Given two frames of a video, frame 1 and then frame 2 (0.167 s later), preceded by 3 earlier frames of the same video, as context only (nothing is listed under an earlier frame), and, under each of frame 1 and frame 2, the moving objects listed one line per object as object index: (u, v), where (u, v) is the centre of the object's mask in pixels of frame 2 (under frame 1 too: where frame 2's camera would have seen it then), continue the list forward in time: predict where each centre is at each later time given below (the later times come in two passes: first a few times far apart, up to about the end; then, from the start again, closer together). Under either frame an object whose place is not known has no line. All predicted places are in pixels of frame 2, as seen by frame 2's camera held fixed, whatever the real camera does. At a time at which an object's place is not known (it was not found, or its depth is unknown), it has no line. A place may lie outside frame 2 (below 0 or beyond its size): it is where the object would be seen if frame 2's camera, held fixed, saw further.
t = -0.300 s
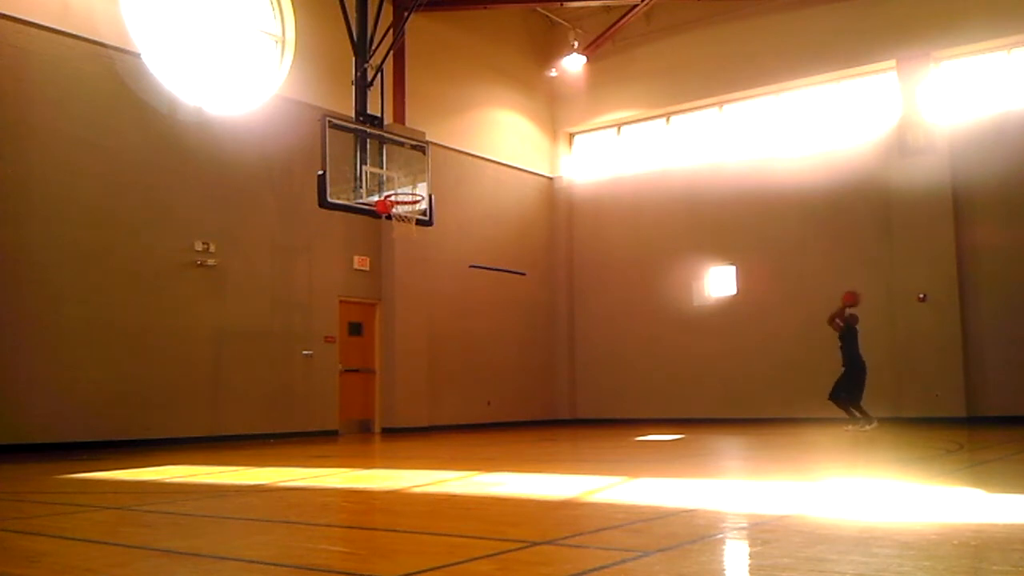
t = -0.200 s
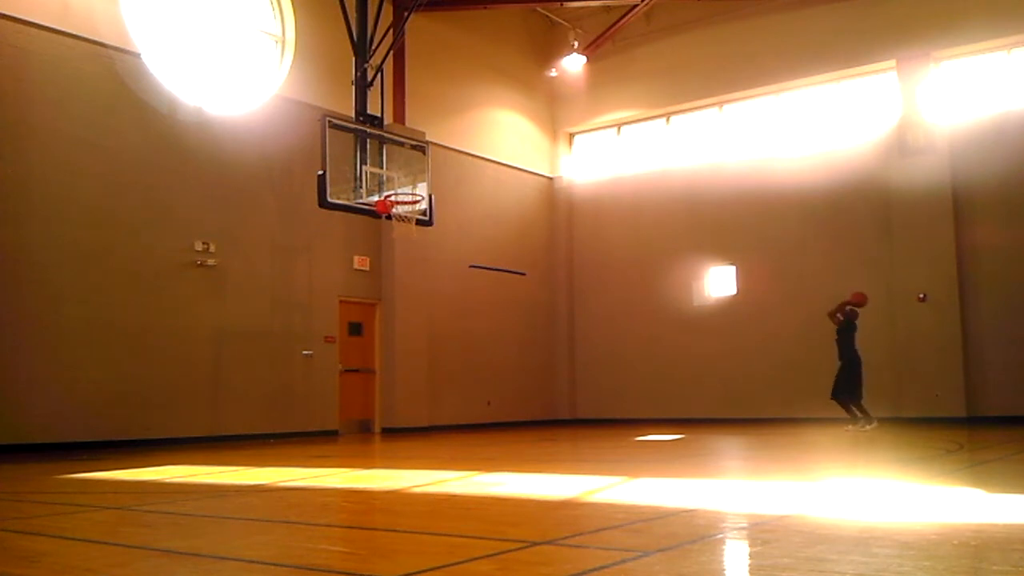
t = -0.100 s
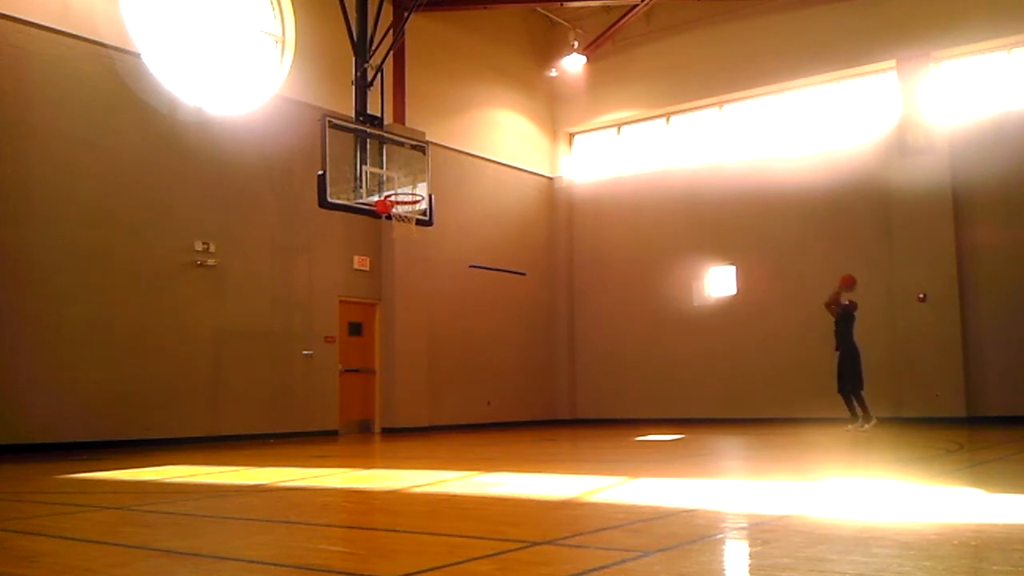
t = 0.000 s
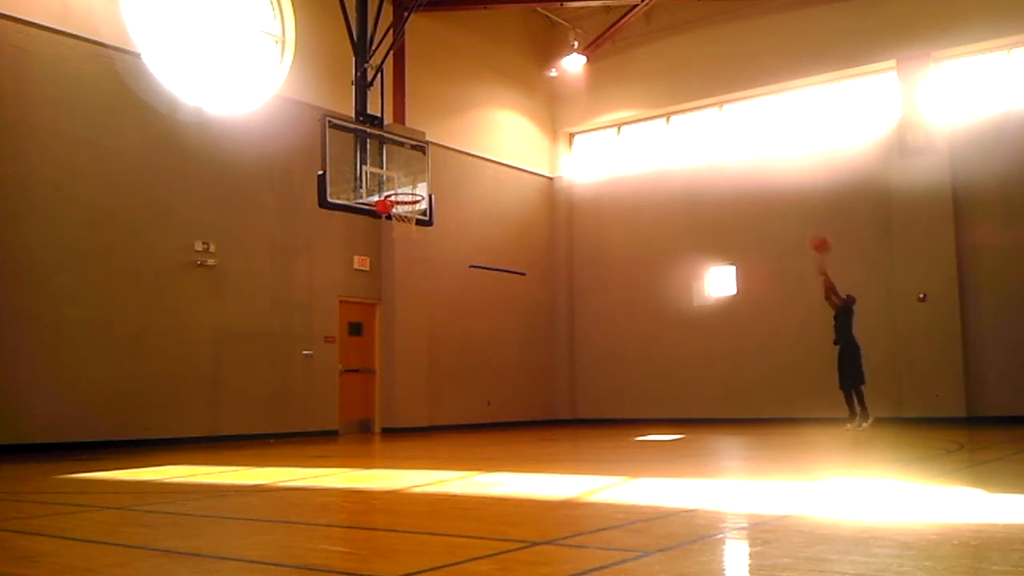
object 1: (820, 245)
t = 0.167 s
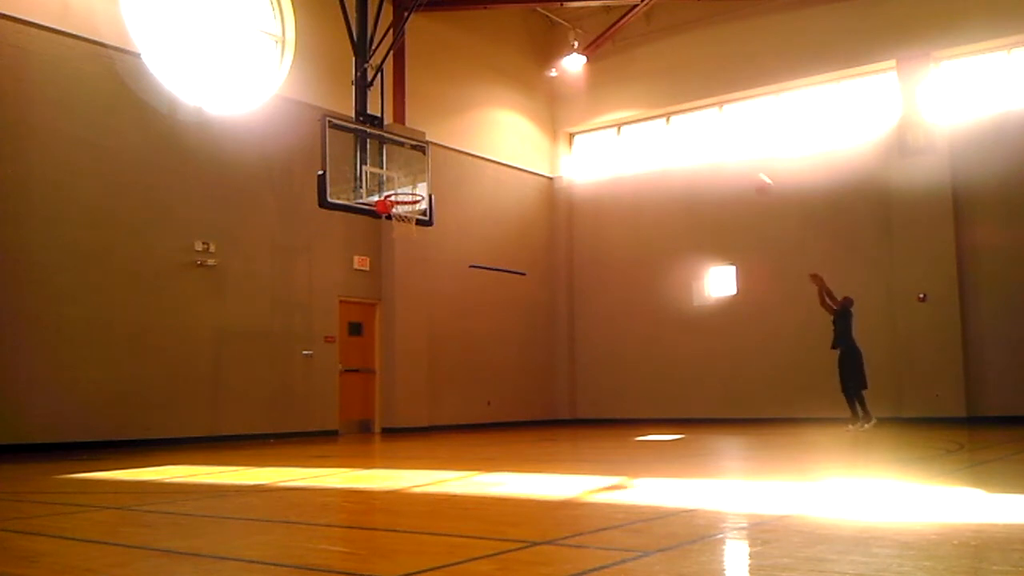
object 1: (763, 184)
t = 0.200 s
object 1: (752, 174)
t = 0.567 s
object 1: (613, 116)
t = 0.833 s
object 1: (510, 131)
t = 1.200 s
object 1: (380, 216)
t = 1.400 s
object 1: (360, 243)
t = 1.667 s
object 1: (334, 331)
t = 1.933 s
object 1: (316, 411)
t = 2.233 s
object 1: (344, 315)
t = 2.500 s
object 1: (371, 294)
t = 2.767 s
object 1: (396, 332)
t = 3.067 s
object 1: (421, 430)
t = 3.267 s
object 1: (431, 371)
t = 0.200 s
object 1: (752, 174)
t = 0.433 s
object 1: (664, 125)
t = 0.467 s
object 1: (650, 123)
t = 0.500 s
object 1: (637, 120)
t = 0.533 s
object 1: (626, 118)
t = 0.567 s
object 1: (613, 116)
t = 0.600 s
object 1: (600, 115)
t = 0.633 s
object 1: (588, 115)
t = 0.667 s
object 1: (575, 116)
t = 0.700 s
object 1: (562, 117)
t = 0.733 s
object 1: (549, 120)
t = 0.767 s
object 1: (536, 122)
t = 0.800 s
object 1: (523, 127)
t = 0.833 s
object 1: (510, 131)
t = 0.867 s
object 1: (497, 137)
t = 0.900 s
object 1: (483, 143)
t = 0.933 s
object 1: (469, 151)
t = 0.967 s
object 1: (456, 160)
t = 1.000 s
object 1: (442, 169)
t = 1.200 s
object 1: (380, 216)
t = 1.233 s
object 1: (376, 219)
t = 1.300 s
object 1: (369, 226)
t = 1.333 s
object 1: (367, 230)
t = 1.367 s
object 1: (363, 237)
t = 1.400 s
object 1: (360, 243)
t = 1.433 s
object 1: (357, 251)
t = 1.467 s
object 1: (354, 260)
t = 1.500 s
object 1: (349, 269)
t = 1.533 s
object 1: (347, 280)
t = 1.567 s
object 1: (343, 291)
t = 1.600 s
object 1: (341, 303)
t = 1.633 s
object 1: (338, 316)
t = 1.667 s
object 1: (334, 331)
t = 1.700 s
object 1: (331, 345)
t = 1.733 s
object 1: (325, 364)
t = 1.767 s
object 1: (322, 382)
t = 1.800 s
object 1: (318, 401)
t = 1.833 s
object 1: (314, 421)
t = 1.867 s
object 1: (310, 440)
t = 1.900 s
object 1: (313, 426)
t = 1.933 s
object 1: (316, 411)
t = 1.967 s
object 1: (319, 397)
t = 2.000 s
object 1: (322, 383)
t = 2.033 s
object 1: (328, 368)
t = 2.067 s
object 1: (330, 356)
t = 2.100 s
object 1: (334, 345)
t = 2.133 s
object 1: (337, 336)
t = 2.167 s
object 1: (339, 329)
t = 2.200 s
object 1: (342, 322)
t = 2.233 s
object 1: (344, 315)
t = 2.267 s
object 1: (349, 308)
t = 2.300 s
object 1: (353, 303)
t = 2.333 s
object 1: (356, 299)
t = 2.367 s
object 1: (359, 297)
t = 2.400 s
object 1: (362, 295)
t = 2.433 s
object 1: (365, 294)
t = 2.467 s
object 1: (369, 294)
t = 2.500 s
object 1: (371, 294)
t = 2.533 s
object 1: (374, 295)
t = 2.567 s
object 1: (377, 298)
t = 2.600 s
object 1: (381, 302)
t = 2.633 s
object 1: (384, 306)
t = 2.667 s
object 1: (386, 311)
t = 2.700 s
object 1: (389, 317)
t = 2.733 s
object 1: (393, 324)
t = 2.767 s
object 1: (396, 332)
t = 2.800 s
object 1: (398, 341)
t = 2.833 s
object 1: (401, 352)
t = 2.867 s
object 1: (403, 363)
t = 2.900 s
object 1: (406, 375)
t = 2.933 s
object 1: (409, 388)
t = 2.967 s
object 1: (412, 403)
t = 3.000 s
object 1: (415, 418)
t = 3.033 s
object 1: (419, 432)
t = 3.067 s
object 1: (421, 430)
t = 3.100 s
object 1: (423, 419)
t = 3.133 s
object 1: (424, 407)
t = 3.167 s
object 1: (425, 397)
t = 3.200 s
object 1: (426, 388)
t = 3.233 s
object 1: (428, 380)
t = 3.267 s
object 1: (431, 371)
